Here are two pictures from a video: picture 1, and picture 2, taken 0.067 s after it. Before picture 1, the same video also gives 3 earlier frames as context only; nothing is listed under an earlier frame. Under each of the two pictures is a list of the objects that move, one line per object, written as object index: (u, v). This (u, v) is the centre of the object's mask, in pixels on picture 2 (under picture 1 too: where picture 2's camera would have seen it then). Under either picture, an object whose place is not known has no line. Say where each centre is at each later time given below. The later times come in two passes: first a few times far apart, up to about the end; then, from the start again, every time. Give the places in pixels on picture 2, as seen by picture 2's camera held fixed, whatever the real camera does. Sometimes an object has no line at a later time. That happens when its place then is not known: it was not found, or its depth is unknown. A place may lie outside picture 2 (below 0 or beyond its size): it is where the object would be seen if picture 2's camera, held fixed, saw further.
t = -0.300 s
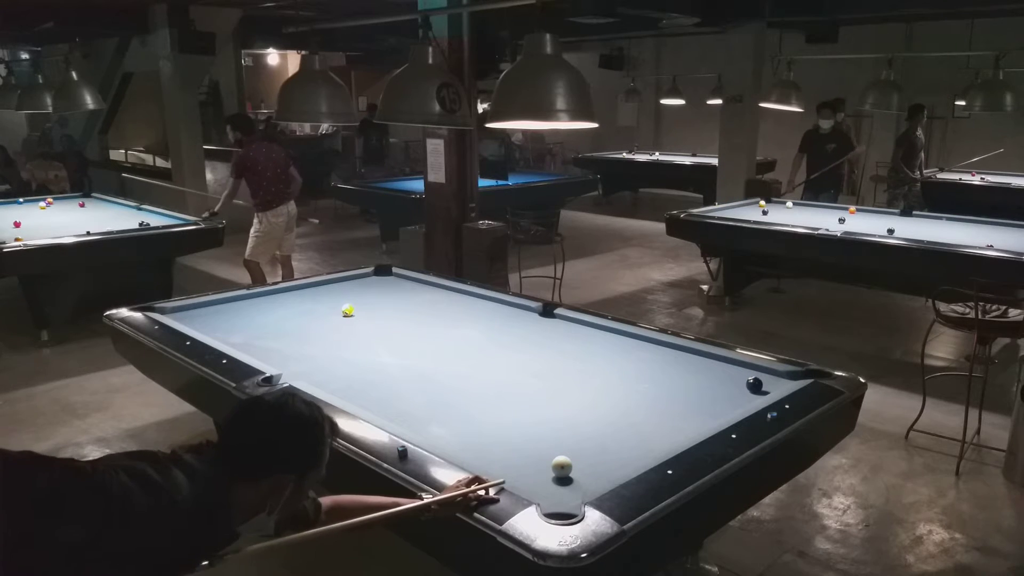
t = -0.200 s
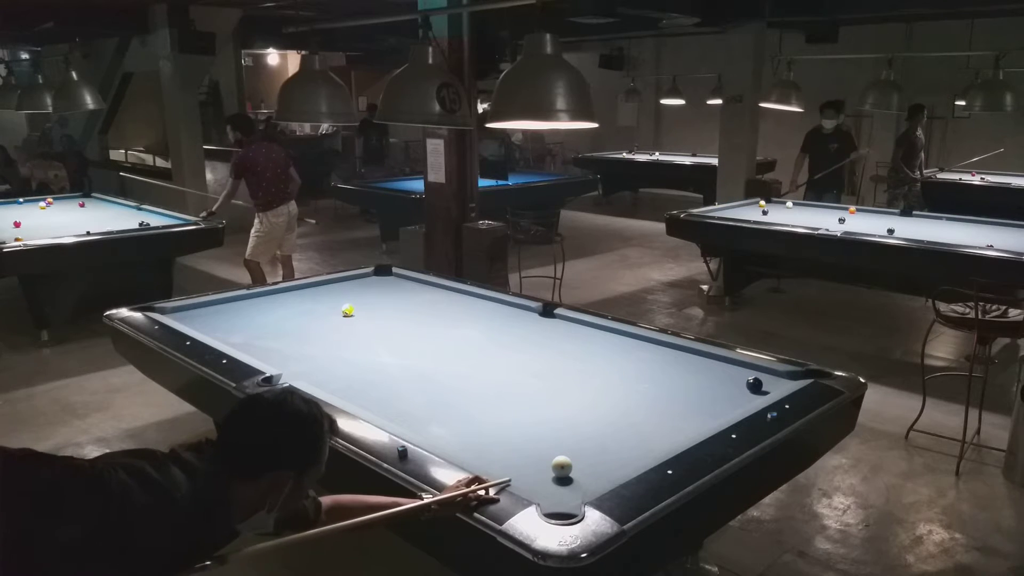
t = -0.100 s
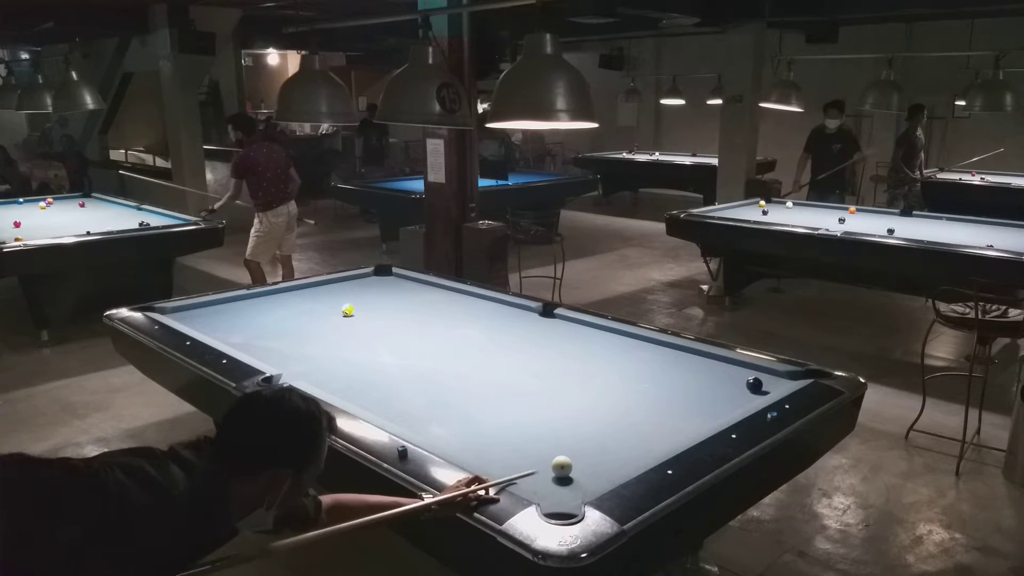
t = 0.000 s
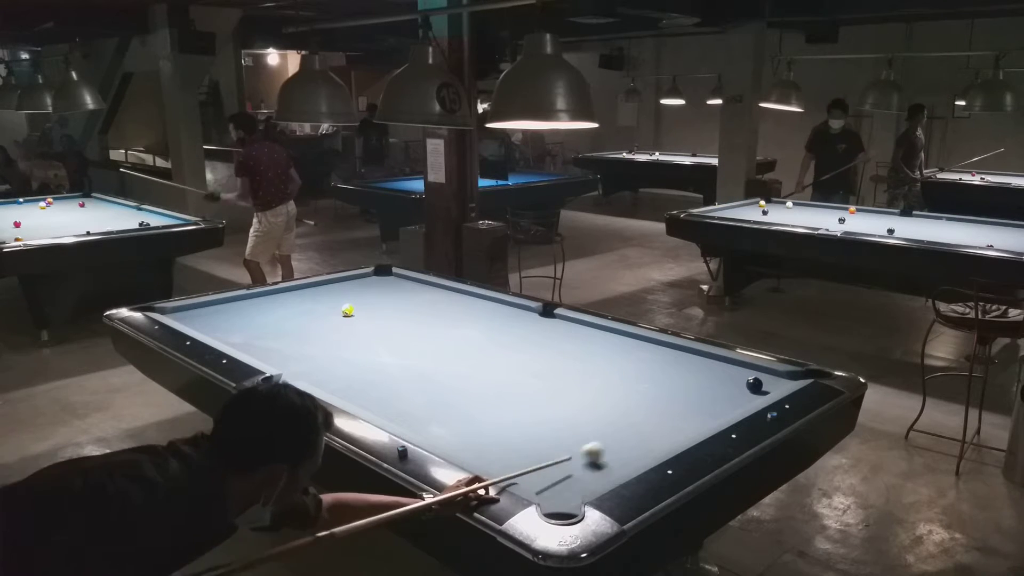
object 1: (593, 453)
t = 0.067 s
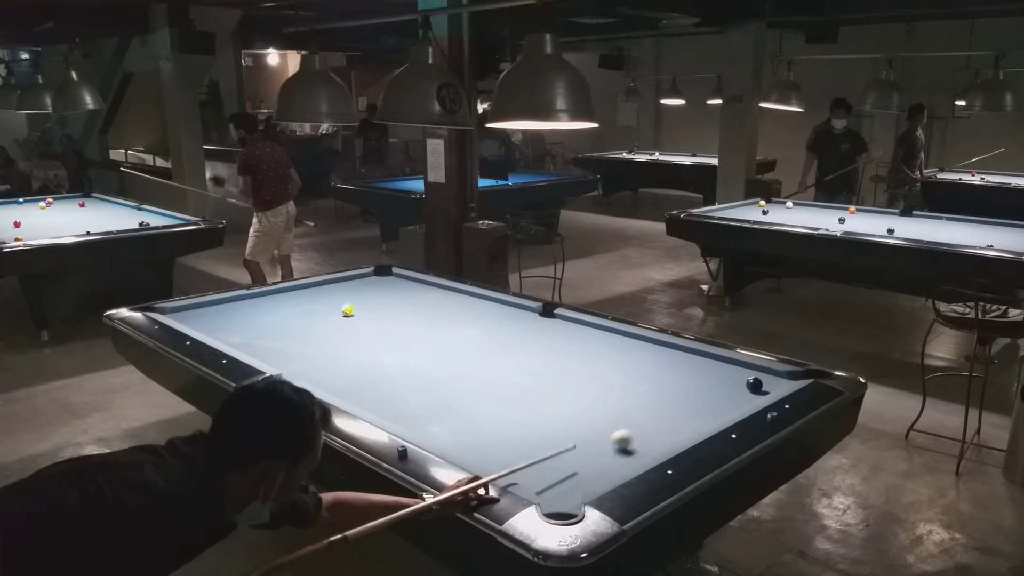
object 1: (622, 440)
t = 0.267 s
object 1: (692, 409)
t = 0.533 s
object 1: (733, 380)
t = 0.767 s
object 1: (729, 364)
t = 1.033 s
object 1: (693, 360)
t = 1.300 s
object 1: (655, 359)
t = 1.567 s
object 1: (620, 358)
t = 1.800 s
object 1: (590, 357)
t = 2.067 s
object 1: (559, 356)
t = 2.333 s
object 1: (529, 355)
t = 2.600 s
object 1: (501, 355)
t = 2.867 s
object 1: (475, 354)
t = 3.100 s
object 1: (453, 354)
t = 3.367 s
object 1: (430, 353)
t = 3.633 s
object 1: (408, 352)
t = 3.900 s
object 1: (388, 352)
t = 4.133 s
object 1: (372, 351)
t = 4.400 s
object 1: (354, 351)
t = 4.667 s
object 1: (337, 352)
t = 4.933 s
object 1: (323, 352)
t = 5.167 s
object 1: (312, 352)
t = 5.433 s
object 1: (301, 352)
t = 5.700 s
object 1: (291, 351)
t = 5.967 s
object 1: (283, 351)
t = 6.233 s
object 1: (276, 351)
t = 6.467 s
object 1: (272, 351)
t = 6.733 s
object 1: (268, 351)
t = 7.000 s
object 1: (265, 351)
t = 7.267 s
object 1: (264, 351)
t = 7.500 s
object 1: (264, 351)
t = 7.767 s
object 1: (264, 351)
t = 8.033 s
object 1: (264, 351)
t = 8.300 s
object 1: (264, 351)
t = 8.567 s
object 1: (264, 351)
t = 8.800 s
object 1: (264, 351)
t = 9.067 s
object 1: (264, 351)
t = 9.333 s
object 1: (264, 351)
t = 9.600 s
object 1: (264, 351)
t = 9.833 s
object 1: (264, 351)
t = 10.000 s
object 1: (264, 351)
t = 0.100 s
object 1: (634, 434)
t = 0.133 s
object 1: (647, 429)
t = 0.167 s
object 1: (658, 423)
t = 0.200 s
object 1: (670, 418)
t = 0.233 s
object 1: (681, 413)
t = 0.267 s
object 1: (692, 409)
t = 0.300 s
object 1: (702, 404)
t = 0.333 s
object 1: (712, 399)
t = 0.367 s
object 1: (721, 395)
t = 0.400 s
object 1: (731, 390)
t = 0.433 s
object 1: (739, 387)
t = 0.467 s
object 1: (737, 385)
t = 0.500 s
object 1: (734, 382)
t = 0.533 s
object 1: (733, 380)
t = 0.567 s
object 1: (732, 378)
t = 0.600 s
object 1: (731, 375)
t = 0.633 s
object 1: (731, 373)
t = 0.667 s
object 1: (730, 370)
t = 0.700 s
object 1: (730, 368)
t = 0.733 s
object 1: (729, 366)
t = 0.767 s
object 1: (729, 364)
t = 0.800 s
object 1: (728, 362)
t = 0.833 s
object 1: (723, 362)
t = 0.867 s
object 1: (718, 361)
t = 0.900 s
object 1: (713, 361)
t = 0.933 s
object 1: (708, 361)
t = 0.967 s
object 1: (703, 361)
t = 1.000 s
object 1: (698, 361)
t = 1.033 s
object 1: (693, 360)
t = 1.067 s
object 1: (688, 360)
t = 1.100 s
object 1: (684, 360)
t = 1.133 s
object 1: (679, 360)
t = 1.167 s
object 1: (674, 360)
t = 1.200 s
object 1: (669, 360)
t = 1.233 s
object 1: (665, 360)
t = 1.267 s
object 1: (660, 359)
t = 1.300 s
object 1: (655, 359)
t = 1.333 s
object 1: (651, 359)
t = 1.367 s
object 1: (646, 359)
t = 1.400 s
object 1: (642, 359)
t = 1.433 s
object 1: (637, 359)
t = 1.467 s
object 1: (633, 358)
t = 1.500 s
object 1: (628, 358)
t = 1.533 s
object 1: (624, 358)
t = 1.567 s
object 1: (620, 358)
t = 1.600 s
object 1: (615, 358)
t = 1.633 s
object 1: (611, 358)
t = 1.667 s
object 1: (607, 358)
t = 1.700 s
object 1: (603, 358)
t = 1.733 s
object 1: (599, 357)
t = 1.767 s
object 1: (595, 357)
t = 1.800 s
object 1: (590, 357)
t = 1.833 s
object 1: (586, 357)
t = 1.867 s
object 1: (583, 357)
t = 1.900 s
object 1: (578, 357)
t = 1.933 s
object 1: (575, 357)
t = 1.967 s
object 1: (571, 357)
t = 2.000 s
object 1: (567, 356)
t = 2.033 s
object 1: (563, 356)
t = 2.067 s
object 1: (559, 356)
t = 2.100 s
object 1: (555, 356)
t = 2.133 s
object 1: (551, 356)
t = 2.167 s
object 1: (548, 356)
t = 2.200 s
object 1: (544, 356)
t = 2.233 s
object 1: (540, 356)
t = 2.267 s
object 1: (537, 355)
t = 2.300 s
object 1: (533, 355)
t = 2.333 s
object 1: (529, 355)
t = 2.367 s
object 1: (526, 355)
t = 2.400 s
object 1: (522, 355)
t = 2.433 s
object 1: (518, 355)
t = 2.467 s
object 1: (515, 355)
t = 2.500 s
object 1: (511, 355)
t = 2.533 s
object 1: (508, 355)
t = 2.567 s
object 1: (505, 355)
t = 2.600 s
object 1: (501, 355)
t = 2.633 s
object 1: (498, 355)
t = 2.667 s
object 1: (494, 355)
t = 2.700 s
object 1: (491, 355)
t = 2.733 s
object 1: (488, 355)
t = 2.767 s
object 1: (485, 355)
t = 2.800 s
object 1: (481, 355)
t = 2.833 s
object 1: (478, 354)
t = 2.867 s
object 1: (475, 354)
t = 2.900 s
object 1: (471, 354)
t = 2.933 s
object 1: (469, 354)
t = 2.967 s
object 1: (466, 354)
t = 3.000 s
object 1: (462, 354)
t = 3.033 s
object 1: (459, 354)
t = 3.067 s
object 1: (456, 354)
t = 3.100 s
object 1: (453, 354)
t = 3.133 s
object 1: (451, 354)
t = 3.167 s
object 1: (447, 354)
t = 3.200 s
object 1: (445, 354)
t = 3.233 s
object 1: (441, 354)
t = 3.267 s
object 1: (439, 354)
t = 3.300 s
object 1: (436, 353)
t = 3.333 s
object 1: (433, 353)
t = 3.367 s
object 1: (430, 353)
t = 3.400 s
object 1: (428, 353)
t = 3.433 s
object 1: (425, 353)
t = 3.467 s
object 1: (422, 353)
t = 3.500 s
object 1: (419, 353)
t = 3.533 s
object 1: (416, 353)
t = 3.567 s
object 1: (414, 353)
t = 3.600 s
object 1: (411, 353)
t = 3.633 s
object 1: (408, 352)
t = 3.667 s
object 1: (406, 352)
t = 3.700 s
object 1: (404, 352)
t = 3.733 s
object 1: (401, 352)
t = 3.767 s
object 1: (398, 352)
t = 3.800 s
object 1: (396, 352)
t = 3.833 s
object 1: (393, 352)
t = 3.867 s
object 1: (391, 352)
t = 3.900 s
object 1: (388, 352)
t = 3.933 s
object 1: (386, 351)
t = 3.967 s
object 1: (384, 351)
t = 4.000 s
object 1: (381, 352)
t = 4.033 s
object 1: (379, 352)
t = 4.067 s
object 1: (376, 352)
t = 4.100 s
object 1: (375, 351)
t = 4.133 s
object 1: (372, 351)
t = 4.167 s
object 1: (370, 352)
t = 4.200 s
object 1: (368, 351)
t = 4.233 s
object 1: (365, 351)
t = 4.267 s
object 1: (363, 352)
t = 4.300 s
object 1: (361, 351)
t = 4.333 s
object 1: (358, 351)
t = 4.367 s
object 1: (356, 351)
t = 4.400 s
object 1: (354, 351)
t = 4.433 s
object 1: (352, 352)
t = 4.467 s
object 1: (350, 351)
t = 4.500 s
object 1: (347, 352)
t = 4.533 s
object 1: (345, 352)
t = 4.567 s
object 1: (343, 352)
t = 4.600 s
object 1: (342, 352)
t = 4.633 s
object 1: (339, 353)
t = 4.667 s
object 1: (337, 352)
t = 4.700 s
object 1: (336, 352)
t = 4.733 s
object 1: (334, 352)
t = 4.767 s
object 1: (332, 352)
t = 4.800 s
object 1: (330, 352)
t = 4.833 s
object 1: (329, 352)
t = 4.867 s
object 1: (327, 352)
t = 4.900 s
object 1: (325, 352)
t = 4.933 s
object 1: (323, 352)
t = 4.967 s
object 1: (321, 352)
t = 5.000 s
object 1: (320, 352)
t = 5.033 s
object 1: (318, 352)
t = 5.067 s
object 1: (317, 352)
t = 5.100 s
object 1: (315, 352)
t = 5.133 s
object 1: (314, 352)
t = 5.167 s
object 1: (312, 352)
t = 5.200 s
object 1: (311, 352)
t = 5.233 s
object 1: (310, 352)
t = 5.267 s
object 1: (308, 352)
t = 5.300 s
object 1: (306, 352)
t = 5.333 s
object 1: (305, 352)
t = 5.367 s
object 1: (304, 352)
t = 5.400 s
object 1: (302, 352)
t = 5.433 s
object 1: (301, 352)
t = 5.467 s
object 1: (300, 351)
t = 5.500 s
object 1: (298, 351)
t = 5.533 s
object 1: (298, 351)
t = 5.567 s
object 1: (296, 351)
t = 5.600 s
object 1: (295, 351)
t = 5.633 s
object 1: (293, 351)
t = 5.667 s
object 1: (292, 351)
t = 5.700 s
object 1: (291, 351)
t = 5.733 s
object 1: (290, 351)
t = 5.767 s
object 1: (289, 351)
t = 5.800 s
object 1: (288, 351)
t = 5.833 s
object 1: (287, 351)
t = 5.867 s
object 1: (286, 351)
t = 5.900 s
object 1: (285, 351)
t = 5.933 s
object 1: (284, 351)
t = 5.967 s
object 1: (283, 351)
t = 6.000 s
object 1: (282, 351)
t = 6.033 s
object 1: (281, 351)
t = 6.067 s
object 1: (281, 351)
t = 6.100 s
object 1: (280, 351)
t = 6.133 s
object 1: (279, 351)
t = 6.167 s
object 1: (278, 351)
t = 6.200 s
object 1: (277, 351)
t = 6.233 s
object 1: (276, 351)
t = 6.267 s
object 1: (276, 351)
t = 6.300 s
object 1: (275, 351)
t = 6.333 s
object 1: (275, 351)
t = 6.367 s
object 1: (274, 351)
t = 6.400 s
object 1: (273, 351)
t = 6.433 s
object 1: (273, 351)
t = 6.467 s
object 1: (272, 351)
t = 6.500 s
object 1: (271, 351)
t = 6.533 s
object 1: (271, 351)
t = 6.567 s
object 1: (270, 351)
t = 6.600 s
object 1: (270, 351)
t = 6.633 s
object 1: (269, 351)
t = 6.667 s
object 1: (269, 351)
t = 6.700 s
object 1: (268, 351)
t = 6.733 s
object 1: (268, 351)
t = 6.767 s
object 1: (268, 351)
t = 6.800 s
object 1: (267, 351)
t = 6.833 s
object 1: (267, 351)
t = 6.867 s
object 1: (266, 351)
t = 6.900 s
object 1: (266, 350)
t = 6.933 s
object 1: (266, 351)
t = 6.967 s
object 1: (266, 351)
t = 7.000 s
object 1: (265, 351)
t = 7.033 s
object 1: (265, 351)
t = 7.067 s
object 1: (265, 351)
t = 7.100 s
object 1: (265, 350)
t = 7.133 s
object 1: (265, 351)
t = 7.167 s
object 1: (265, 350)
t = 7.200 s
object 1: (264, 351)
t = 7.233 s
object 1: (264, 351)
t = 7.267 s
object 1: (264, 351)
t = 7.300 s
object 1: (264, 351)
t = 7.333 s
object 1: (264, 351)
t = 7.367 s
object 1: (264, 351)
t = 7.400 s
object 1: (264, 351)
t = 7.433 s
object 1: (264, 351)
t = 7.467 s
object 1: (264, 351)
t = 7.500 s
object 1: (264, 351)
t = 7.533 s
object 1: (264, 351)
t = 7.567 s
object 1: (264, 351)
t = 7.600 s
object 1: (264, 351)
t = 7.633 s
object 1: (264, 351)
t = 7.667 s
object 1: (264, 351)
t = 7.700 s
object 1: (264, 351)
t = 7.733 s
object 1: (264, 351)
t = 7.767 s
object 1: (264, 351)
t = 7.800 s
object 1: (264, 351)
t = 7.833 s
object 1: (264, 351)
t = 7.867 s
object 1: (264, 351)
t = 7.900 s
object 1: (264, 351)
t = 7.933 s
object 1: (264, 351)
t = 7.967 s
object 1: (264, 351)
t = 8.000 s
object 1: (264, 351)
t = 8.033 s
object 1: (264, 351)
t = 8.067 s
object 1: (264, 351)
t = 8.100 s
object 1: (264, 351)
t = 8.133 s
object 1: (264, 351)
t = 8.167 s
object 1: (264, 351)
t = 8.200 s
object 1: (264, 351)
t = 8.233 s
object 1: (264, 351)
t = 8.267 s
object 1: (264, 351)
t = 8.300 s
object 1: (264, 351)
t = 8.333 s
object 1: (264, 351)
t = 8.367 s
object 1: (264, 351)
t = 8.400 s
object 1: (264, 351)
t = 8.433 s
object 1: (264, 351)
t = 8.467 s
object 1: (264, 351)
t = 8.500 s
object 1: (264, 351)
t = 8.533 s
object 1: (264, 351)
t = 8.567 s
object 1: (264, 351)
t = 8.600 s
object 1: (264, 351)
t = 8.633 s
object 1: (264, 351)
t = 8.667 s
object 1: (264, 351)
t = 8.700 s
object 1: (264, 351)
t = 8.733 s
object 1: (264, 351)
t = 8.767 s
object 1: (264, 351)
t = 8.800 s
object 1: (264, 351)
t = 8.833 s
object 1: (264, 351)
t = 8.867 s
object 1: (264, 351)
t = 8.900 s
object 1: (264, 351)
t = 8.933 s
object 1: (264, 351)
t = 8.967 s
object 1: (264, 351)
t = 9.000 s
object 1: (264, 351)
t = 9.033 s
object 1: (264, 351)
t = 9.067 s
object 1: (264, 351)
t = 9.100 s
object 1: (264, 351)
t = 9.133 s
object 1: (264, 351)
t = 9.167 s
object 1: (264, 351)
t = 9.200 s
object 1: (264, 351)
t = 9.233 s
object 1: (264, 351)
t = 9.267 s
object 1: (264, 351)
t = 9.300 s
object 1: (264, 351)
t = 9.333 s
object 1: (264, 351)
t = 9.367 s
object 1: (264, 351)
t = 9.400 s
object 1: (264, 351)
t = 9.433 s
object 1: (264, 351)
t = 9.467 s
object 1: (264, 351)
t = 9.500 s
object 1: (264, 351)
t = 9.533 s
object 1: (264, 351)
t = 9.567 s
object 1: (264, 351)
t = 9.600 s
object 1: (264, 351)
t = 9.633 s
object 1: (264, 351)
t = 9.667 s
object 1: (264, 351)
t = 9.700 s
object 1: (264, 351)
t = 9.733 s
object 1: (264, 351)
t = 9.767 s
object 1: (264, 351)
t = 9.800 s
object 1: (264, 351)
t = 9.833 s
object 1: (264, 351)
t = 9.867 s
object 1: (264, 351)
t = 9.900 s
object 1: (264, 351)
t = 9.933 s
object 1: (264, 351)
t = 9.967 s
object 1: (264, 351)
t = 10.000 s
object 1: (264, 351)
